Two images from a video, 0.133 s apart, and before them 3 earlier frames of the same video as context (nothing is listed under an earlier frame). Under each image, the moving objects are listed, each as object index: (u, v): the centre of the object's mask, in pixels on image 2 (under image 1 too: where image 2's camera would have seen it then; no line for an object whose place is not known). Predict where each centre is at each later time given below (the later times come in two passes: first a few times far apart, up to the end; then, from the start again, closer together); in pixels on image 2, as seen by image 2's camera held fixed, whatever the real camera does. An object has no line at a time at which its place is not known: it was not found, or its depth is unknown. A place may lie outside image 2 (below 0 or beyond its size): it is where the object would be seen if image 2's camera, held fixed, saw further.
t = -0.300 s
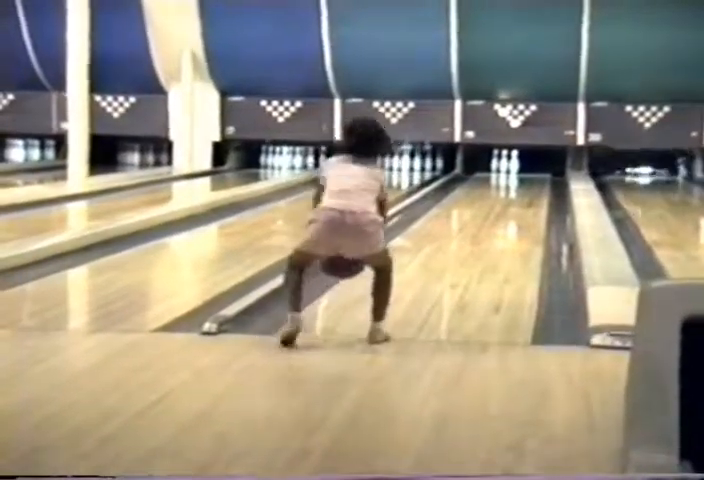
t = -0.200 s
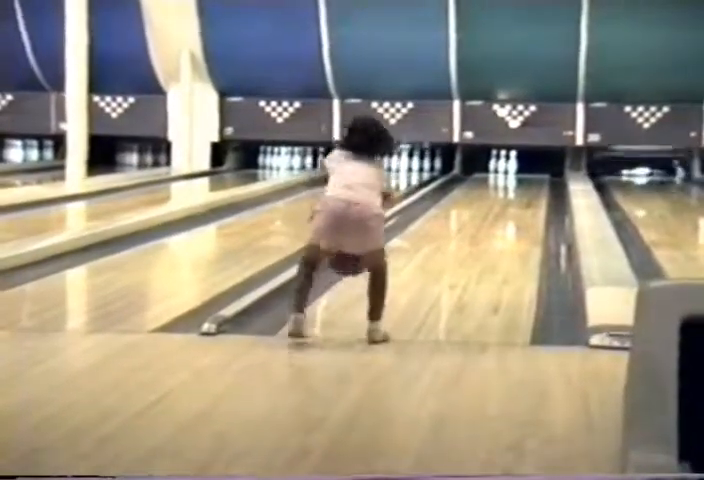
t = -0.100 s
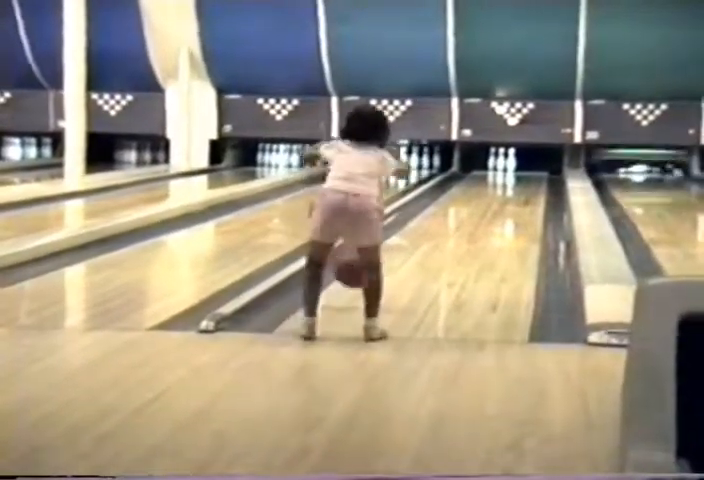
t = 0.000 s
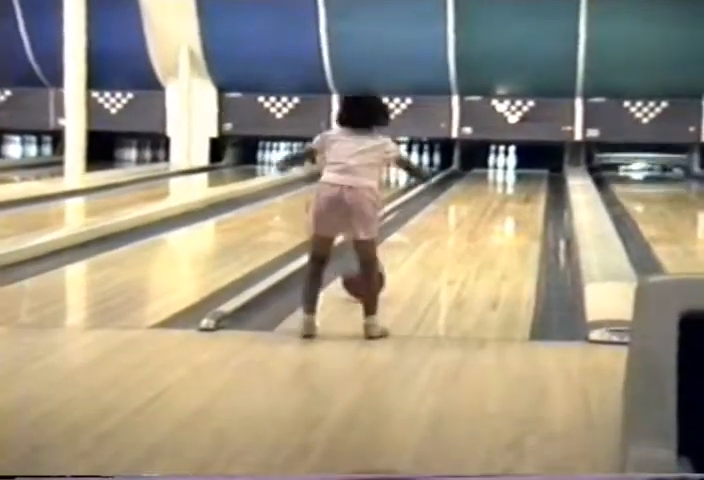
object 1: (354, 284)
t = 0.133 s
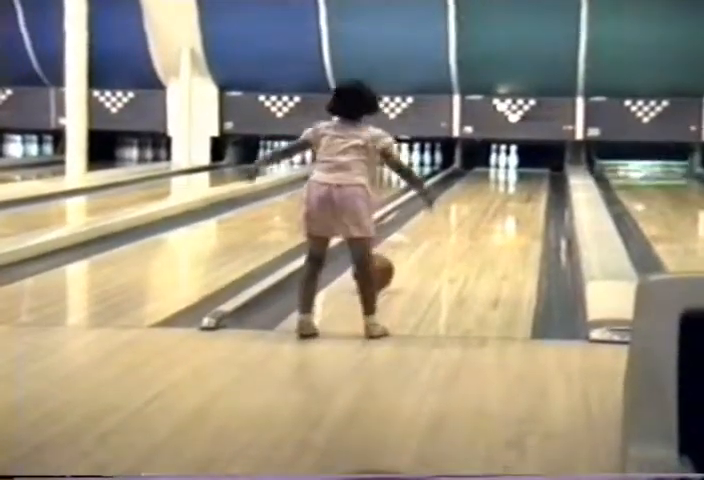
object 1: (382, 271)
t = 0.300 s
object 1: (383, 262)
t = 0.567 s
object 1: (396, 251)
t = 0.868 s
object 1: (406, 240)
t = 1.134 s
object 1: (413, 231)
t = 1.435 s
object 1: (418, 224)
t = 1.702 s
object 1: (421, 220)
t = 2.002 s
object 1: (422, 215)
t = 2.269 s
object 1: (423, 210)
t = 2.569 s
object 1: (425, 206)
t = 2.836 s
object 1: (426, 202)
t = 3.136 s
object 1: (427, 198)
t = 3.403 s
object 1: (429, 195)
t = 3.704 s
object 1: (427, 194)
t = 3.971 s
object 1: (427, 193)
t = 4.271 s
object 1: (430, 191)
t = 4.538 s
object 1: (433, 189)
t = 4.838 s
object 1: (435, 187)
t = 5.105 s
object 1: (438, 186)
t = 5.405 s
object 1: (441, 183)
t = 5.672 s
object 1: (443, 182)
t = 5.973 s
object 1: (446, 180)
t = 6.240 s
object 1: (449, 178)
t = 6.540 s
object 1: (452, 176)
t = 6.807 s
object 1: (455, 175)
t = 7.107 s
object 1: (459, 173)
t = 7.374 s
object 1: (460, 171)
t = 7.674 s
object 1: (464, 170)
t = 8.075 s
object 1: (466, 169)
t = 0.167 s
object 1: (382, 269)
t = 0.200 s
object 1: (382, 268)
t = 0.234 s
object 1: (382, 265)
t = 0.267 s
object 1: (383, 264)
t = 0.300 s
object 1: (383, 262)
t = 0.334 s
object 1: (383, 260)
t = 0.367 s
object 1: (386, 259)
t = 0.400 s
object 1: (388, 258)
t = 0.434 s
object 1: (390, 257)
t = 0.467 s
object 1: (391, 255)
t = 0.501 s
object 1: (393, 253)
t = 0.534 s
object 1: (394, 252)
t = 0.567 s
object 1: (396, 251)
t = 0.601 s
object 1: (396, 249)
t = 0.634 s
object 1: (398, 248)
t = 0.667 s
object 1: (399, 246)
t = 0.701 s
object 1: (401, 245)
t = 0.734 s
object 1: (402, 244)
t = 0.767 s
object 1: (403, 243)
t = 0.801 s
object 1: (404, 241)
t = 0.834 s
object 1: (405, 240)
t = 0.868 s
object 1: (406, 240)
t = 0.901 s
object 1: (407, 239)
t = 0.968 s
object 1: (409, 236)
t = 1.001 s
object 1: (410, 236)
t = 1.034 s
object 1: (411, 234)
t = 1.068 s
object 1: (412, 233)
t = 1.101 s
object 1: (413, 232)
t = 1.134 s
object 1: (413, 231)
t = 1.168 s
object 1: (413, 230)
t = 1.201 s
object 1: (414, 229)
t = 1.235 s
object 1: (414, 228)
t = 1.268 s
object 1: (415, 228)
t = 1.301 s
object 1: (416, 227)
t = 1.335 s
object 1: (416, 226)
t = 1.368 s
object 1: (417, 226)
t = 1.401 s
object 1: (417, 225)
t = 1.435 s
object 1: (418, 224)
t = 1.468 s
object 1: (418, 223)
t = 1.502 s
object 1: (419, 223)
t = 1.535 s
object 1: (419, 222)
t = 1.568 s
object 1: (419, 222)
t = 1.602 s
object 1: (420, 222)
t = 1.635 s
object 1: (420, 221)
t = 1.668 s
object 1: (420, 220)
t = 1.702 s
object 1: (421, 220)
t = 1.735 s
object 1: (421, 219)
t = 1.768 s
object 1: (421, 218)
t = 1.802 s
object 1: (421, 218)
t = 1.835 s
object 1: (421, 218)
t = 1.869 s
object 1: (421, 217)
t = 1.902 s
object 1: (421, 216)
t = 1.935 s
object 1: (421, 216)
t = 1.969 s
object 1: (422, 215)
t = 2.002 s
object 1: (422, 215)
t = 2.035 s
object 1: (422, 214)
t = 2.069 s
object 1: (422, 214)
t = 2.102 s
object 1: (422, 214)
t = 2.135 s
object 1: (423, 213)
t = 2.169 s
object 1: (423, 213)
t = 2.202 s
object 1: (423, 211)
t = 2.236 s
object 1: (423, 211)
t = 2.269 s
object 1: (423, 210)
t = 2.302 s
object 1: (423, 210)
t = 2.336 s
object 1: (423, 210)
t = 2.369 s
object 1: (423, 210)
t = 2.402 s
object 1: (423, 209)
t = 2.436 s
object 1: (423, 208)
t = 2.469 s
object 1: (424, 207)
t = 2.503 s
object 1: (424, 207)
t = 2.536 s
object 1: (425, 207)
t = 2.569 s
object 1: (425, 206)
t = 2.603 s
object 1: (425, 206)
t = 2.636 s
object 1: (425, 205)
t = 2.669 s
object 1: (425, 205)
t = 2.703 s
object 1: (425, 205)
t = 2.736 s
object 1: (425, 203)
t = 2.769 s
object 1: (425, 203)
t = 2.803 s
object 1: (425, 203)
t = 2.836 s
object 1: (426, 202)
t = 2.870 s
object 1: (426, 202)
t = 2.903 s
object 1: (426, 202)
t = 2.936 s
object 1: (426, 201)
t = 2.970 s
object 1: (426, 200)
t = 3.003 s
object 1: (426, 200)
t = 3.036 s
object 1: (426, 200)
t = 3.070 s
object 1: (426, 199)
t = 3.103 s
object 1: (427, 199)
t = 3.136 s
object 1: (427, 198)
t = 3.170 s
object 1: (427, 198)
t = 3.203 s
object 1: (427, 198)
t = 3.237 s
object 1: (428, 198)
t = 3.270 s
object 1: (428, 197)
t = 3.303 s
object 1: (429, 196)
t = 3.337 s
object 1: (429, 196)
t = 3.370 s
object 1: (428, 196)
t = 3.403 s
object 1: (429, 195)
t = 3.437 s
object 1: (428, 195)
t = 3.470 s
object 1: (428, 195)
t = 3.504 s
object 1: (428, 195)
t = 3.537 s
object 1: (429, 194)
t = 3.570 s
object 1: (428, 194)
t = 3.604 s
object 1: (428, 194)
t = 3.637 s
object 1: (428, 194)
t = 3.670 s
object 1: (428, 194)
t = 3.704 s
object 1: (427, 194)
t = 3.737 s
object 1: (427, 194)
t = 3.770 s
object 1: (425, 195)
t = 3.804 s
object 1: (425, 193)
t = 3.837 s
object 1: (425, 193)
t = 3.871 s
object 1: (425, 193)
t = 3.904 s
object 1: (426, 193)
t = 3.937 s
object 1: (427, 193)
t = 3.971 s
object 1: (427, 193)
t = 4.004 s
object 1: (428, 193)
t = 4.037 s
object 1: (427, 193)
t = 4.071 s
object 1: (428, 192)
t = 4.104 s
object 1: (428, 192)
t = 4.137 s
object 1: (428, 192)
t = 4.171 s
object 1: (429, 192)
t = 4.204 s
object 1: (429, 191)
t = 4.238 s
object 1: (429, 191)
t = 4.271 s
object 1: (430, 191)
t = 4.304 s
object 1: (429, 191)
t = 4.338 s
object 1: (430, 191)
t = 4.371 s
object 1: (431, 191)
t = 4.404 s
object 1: (431, 190)
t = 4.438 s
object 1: (432, 190)
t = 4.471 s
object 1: (432, 190)
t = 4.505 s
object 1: (432, 190)
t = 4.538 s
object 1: (433, 189)
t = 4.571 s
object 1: (432, 189)
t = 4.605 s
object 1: (432, 190)
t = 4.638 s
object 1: (433, 188)
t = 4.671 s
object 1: (434, 189)
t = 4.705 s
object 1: (433, 188)
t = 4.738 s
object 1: (434, 188)
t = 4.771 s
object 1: (434, 188)
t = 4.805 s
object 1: (434, 188)
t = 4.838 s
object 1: (435, 187)
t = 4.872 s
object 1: (435, 187)
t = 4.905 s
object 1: (435, 188)
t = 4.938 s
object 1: (436, 187)
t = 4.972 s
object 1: (437, 187)
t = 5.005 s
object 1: (437, 186)
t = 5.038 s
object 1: (438, 186)
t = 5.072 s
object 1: (438, 186)
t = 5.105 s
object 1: (438, 186)
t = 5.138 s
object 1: (439, 186)
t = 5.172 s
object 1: (440, 184)
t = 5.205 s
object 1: (439, 184)
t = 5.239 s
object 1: (440, 184)
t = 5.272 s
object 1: (440, 184)
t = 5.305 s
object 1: (441, 184)
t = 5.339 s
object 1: (441, 184)
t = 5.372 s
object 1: (442, 183)
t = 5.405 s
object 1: (441, 183)
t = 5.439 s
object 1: (441, 183)
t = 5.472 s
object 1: (442, 182)
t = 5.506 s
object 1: (443, 181)
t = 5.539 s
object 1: (442, 182)
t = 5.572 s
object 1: (443, 182)
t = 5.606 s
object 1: (443, 182)
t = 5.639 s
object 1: (443, 182)
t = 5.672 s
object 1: (443, 182)
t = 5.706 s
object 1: (443, 182)
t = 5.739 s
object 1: (443, 182)
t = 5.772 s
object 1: (444, 181)
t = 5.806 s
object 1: (444, 181)
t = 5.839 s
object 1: (444, 182)
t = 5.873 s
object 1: (444, 182)
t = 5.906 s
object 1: (445, 180)
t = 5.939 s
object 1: (446, 180)
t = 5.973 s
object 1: (446, 180)
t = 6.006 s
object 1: (445, 180)
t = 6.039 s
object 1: (447, 180)
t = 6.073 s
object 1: (447, 179)
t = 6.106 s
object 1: (447, 179)
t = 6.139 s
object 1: (447, 179)
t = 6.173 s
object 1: (448, 179)
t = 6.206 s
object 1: (448, 179)
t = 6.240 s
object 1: (449, 178)
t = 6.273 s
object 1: (449, 178)
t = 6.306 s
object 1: (450, 178)
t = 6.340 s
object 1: (450, 177)
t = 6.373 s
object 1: (451, 177)
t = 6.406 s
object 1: (451, 177)
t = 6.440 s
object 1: (451, 177)
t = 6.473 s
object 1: (452, 176)
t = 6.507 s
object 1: (452, 176)
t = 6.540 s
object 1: (452, 176)
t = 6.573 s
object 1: (452, 176)
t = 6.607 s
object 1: (452, 176)
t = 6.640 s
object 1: (452, 176)
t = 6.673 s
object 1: (453, 176)
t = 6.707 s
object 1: (454, 175)
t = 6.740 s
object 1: (455, 175)
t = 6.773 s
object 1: (455, 175)
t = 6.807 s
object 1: (455, 175)
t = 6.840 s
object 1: (456, 175)
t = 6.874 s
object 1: (456, 174)
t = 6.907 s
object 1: (457, 174)
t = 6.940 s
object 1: (457, 174)
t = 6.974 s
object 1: (456, 174)
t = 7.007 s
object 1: (458, 173)
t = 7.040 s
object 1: (458, 173)
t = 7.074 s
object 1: (458, 173)
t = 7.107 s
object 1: (459, 173)
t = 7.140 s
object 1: (459, 172)
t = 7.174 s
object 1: (459, 172)
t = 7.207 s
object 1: (459, 172)
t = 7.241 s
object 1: (460, 172)
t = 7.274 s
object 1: (459, 172)
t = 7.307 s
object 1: (460, 172)
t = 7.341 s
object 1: (459, 171)
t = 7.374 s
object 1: (460, 171)
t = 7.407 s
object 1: (460, 171)
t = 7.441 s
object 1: (461, 170)
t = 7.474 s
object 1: (462, 170)
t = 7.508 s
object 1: (462, 170)
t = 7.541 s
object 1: (463, 170)
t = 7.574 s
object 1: (462, 170)
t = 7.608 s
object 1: (463, 170)
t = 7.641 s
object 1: (462, 171)
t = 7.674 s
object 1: (464, 170)
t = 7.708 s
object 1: (463, 170)
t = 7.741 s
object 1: (464, 169)
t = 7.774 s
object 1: (464, 169)
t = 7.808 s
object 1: (466, 169)
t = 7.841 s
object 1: (466, 169)
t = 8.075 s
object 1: (466, 169)
